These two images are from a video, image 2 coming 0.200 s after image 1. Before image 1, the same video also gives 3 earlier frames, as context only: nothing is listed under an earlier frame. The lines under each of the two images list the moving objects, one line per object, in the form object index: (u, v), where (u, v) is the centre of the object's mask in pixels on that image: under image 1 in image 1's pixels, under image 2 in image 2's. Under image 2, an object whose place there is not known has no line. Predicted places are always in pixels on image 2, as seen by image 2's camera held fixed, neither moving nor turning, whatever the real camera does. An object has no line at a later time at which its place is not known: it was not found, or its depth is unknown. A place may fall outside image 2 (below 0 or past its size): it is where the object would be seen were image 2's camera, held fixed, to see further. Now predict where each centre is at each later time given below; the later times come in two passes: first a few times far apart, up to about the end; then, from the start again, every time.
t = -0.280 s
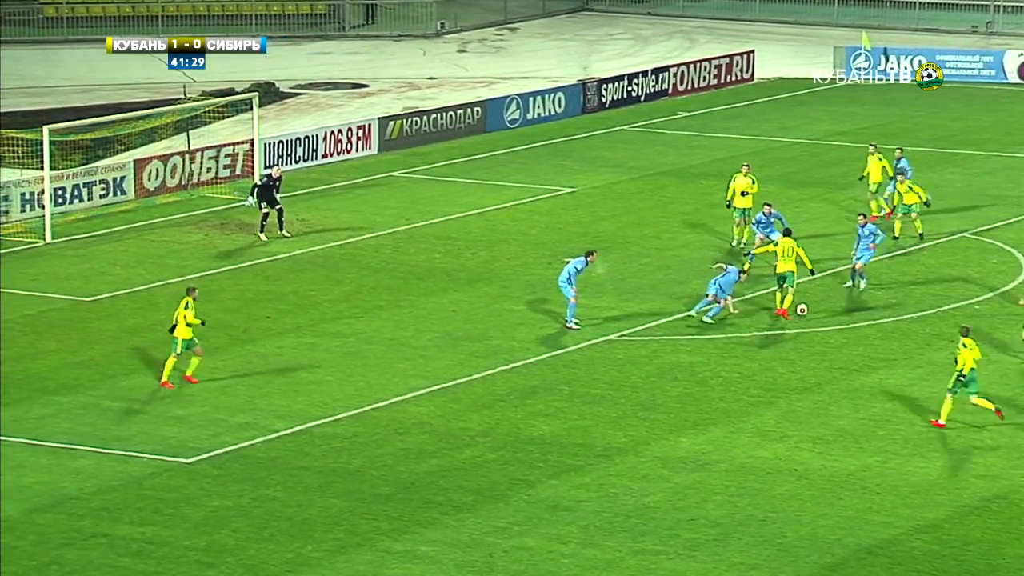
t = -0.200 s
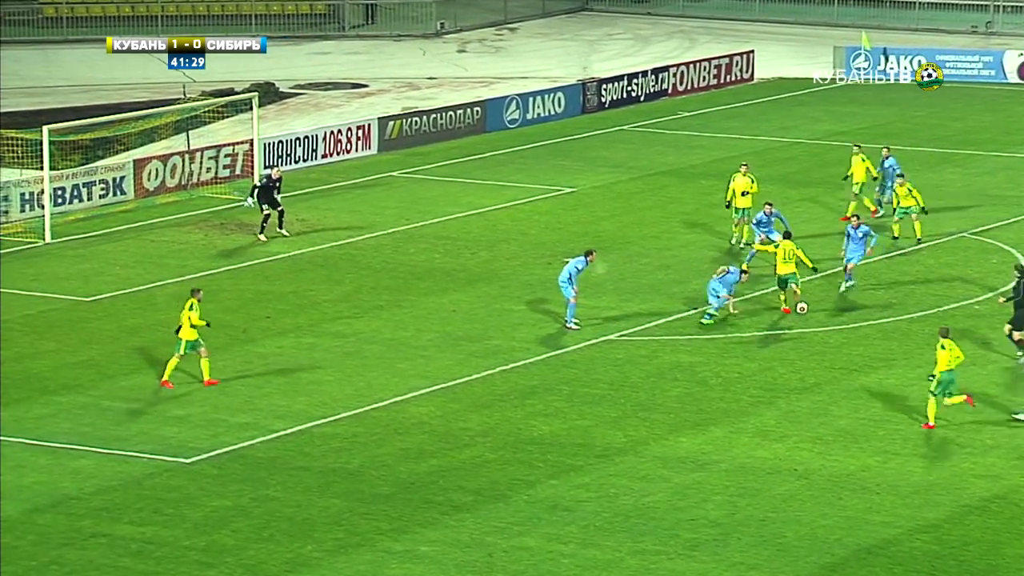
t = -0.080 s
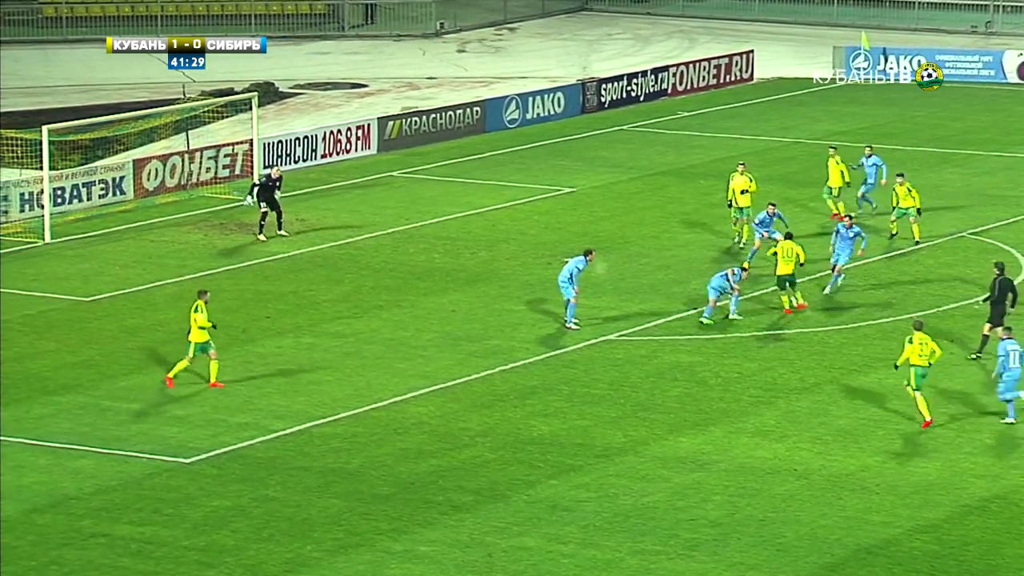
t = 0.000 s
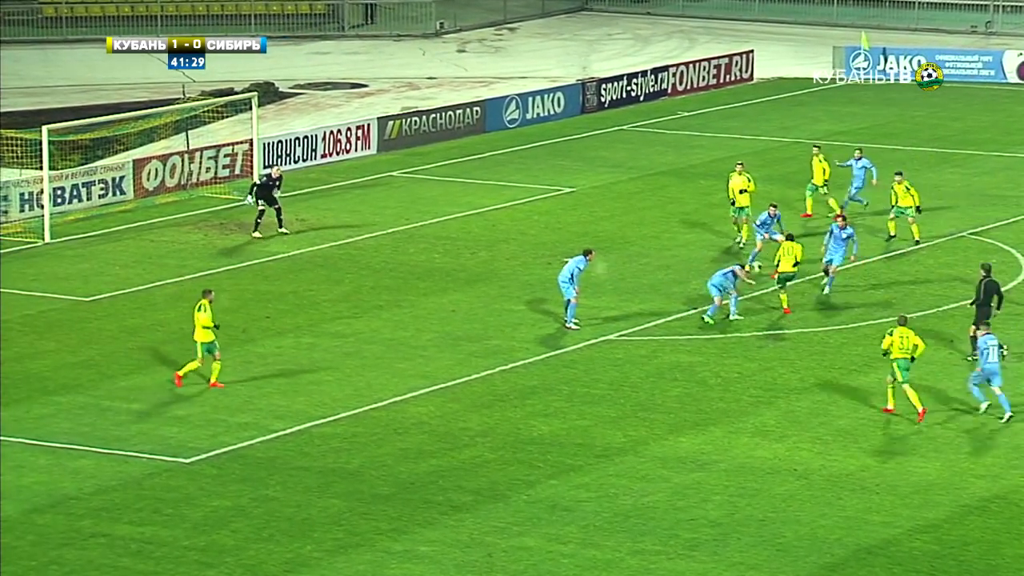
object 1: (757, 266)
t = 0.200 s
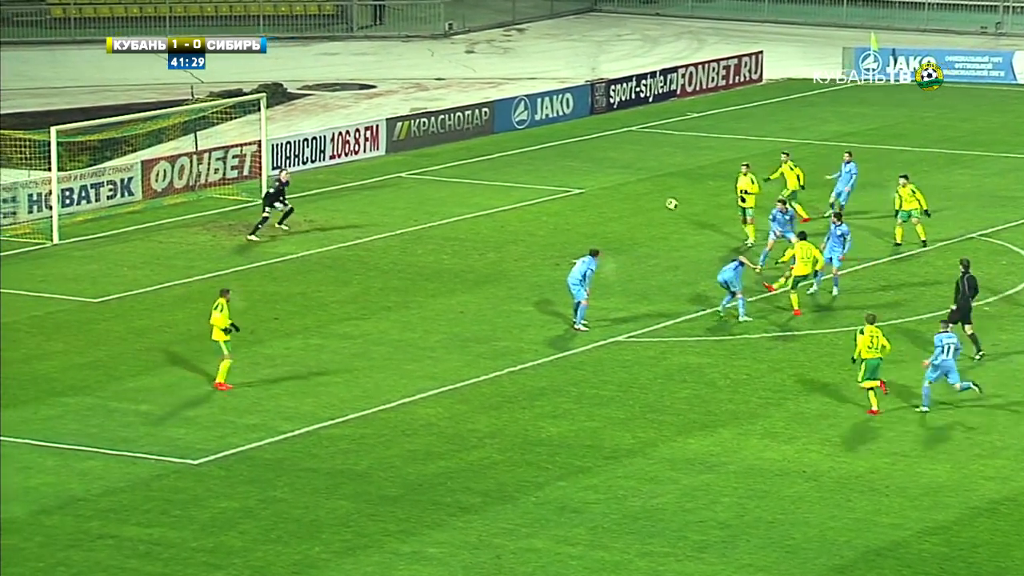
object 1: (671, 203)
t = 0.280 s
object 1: (636, 185)
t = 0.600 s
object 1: (499, 147)
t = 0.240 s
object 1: (654, 194)
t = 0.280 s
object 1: (636, 185)
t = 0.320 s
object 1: (617, 177)
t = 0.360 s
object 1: (599, 171)
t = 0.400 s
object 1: (582, 165)
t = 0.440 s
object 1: (564, 160)
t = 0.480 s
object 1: (548, 155)
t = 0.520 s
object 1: (531, 152)
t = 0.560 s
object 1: (515, 148)
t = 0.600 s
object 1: (499, 147)
